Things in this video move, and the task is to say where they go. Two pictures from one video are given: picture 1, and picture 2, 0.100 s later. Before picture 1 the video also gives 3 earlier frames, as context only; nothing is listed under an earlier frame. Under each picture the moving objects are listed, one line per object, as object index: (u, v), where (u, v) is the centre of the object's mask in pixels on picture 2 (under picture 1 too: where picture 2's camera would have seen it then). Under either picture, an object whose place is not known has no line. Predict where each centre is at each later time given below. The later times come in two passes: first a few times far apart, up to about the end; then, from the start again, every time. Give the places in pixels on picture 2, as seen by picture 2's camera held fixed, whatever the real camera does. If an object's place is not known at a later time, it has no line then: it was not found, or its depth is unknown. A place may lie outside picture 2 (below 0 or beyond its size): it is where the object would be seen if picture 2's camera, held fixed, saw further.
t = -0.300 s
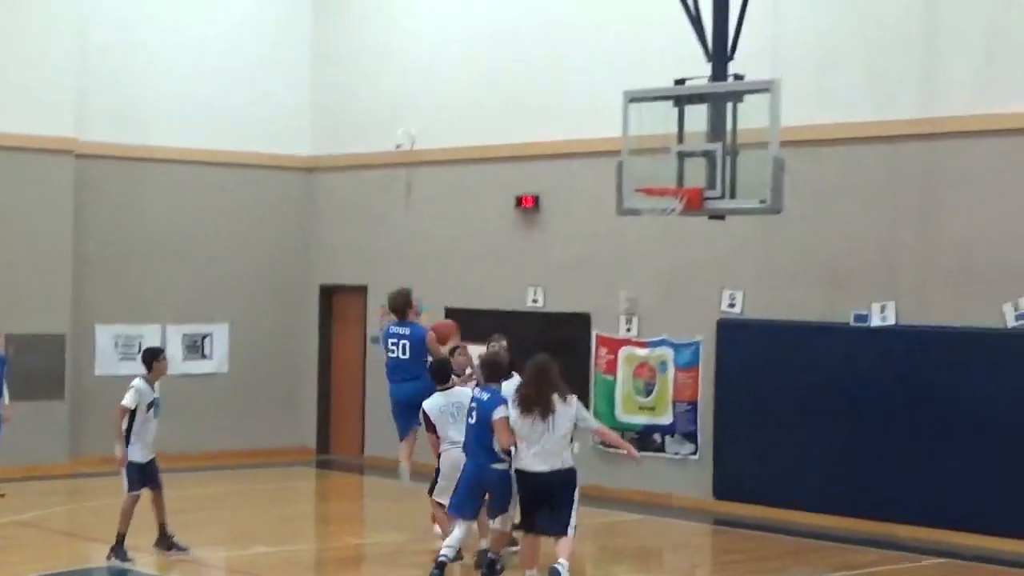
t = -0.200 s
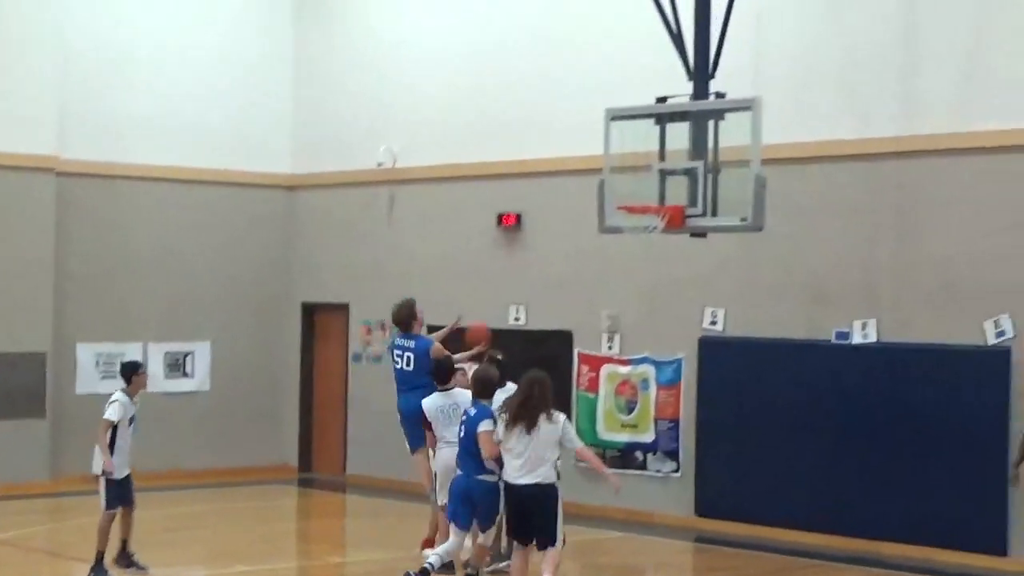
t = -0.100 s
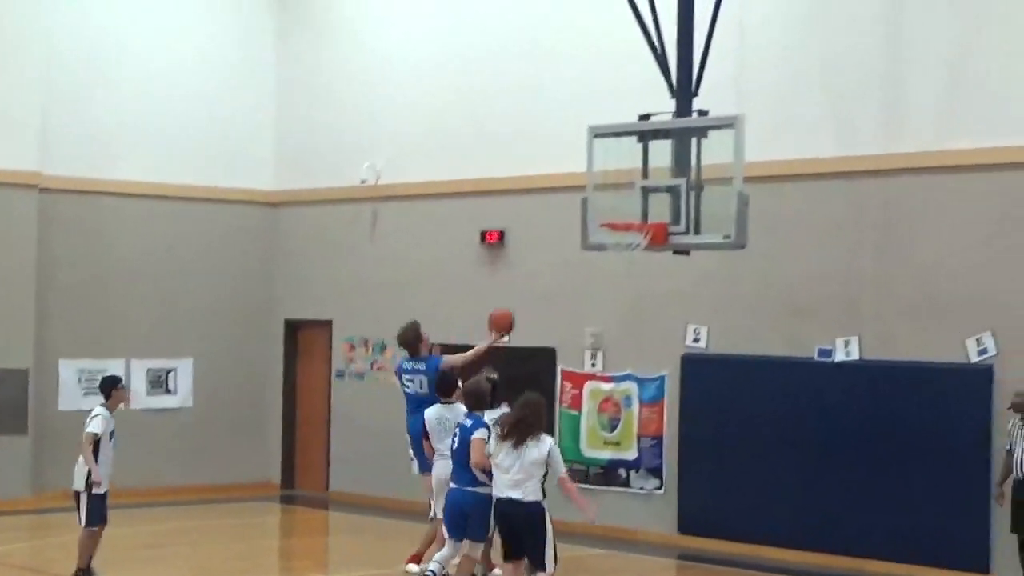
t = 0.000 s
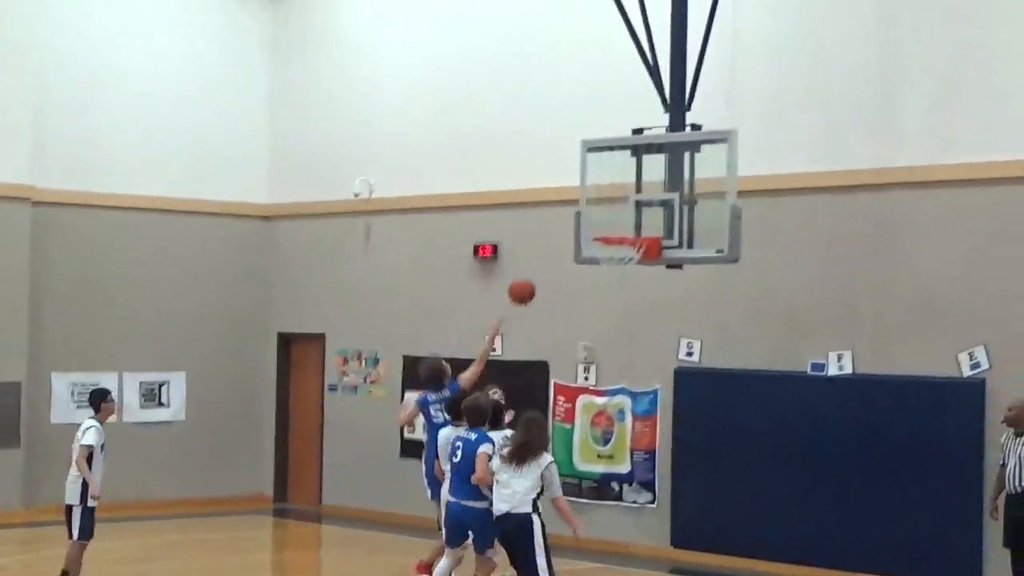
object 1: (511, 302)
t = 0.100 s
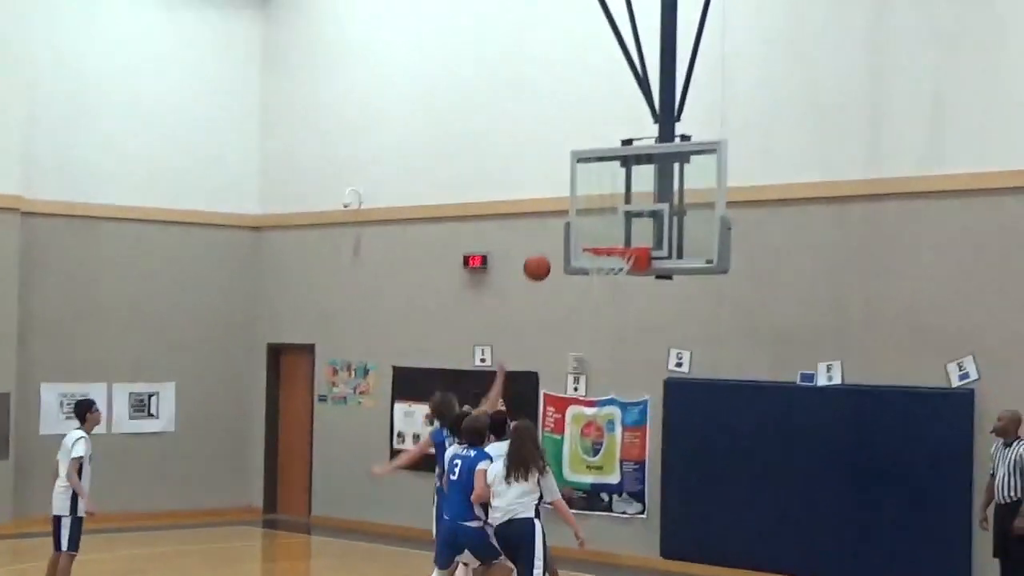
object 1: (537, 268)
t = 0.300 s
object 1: (587, 234)
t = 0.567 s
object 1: (612, 236)
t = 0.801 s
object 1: (609, 277)
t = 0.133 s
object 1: (545, 259)
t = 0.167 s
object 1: (554, 251)
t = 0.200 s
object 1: (562, 245)
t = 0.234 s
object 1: (570, 240)
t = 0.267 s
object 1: (578, 236)
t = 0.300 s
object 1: (587, 234)
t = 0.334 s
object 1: (595, 233)
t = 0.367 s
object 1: (603, 233)
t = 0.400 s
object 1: (611, 234)
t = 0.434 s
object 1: (616, 235)
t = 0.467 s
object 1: (615, 235)
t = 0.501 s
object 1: (614, 236)
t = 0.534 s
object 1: (613, 236)
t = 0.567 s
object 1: (612, 236)
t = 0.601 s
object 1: (612, 238)
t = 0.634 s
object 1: (612, 239)
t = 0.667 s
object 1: (612, 243)
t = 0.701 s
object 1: (610, 252)
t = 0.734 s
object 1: (610, 260)
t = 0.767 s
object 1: (609, 268)
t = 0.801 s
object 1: (609, 277)
